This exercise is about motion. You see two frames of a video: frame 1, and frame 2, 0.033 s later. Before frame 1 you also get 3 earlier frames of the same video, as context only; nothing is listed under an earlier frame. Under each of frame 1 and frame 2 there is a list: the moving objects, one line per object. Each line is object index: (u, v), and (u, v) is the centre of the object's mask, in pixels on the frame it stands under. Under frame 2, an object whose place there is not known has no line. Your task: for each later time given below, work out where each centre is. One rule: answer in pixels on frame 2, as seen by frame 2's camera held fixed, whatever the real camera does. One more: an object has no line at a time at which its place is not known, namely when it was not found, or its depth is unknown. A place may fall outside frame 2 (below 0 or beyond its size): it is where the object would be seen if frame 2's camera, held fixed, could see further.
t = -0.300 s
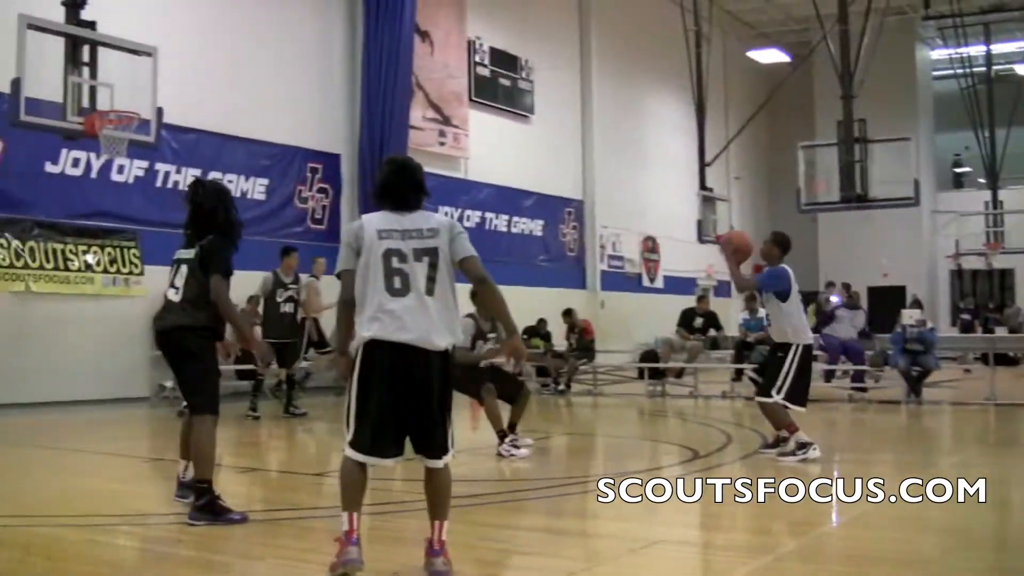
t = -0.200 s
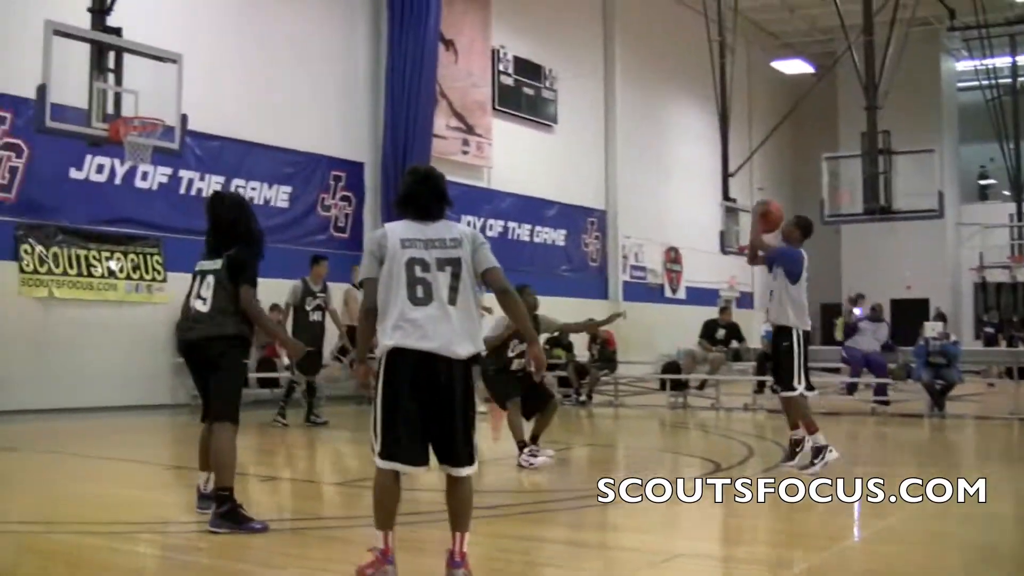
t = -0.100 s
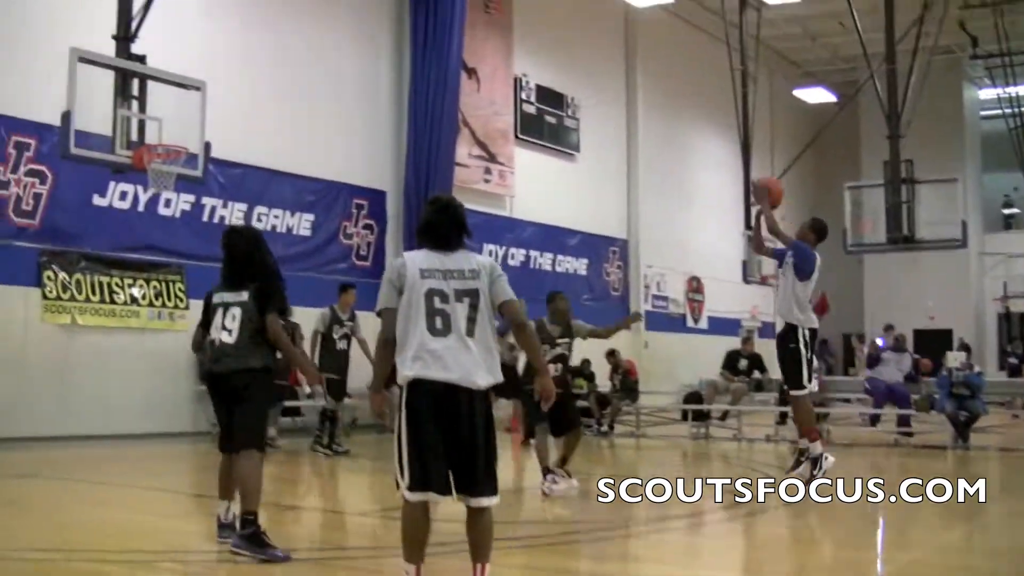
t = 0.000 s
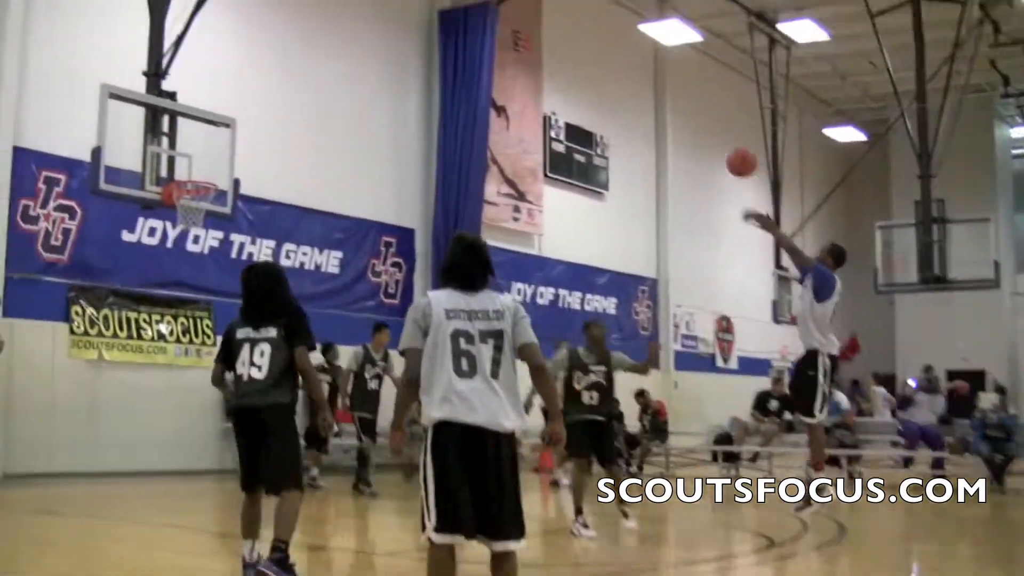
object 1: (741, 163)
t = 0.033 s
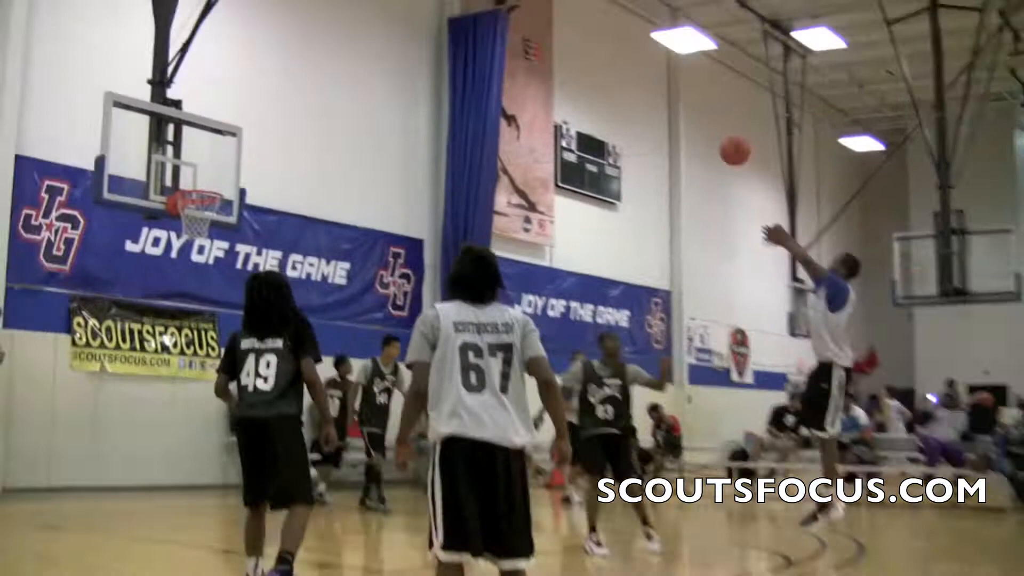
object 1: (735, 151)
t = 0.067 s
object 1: (713, 131)
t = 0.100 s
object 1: (692, 113)
